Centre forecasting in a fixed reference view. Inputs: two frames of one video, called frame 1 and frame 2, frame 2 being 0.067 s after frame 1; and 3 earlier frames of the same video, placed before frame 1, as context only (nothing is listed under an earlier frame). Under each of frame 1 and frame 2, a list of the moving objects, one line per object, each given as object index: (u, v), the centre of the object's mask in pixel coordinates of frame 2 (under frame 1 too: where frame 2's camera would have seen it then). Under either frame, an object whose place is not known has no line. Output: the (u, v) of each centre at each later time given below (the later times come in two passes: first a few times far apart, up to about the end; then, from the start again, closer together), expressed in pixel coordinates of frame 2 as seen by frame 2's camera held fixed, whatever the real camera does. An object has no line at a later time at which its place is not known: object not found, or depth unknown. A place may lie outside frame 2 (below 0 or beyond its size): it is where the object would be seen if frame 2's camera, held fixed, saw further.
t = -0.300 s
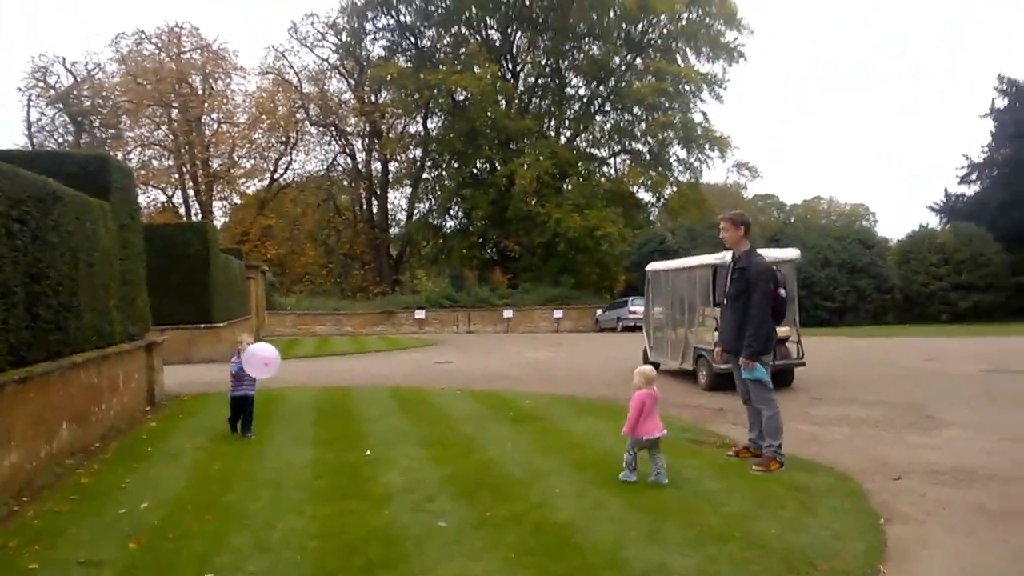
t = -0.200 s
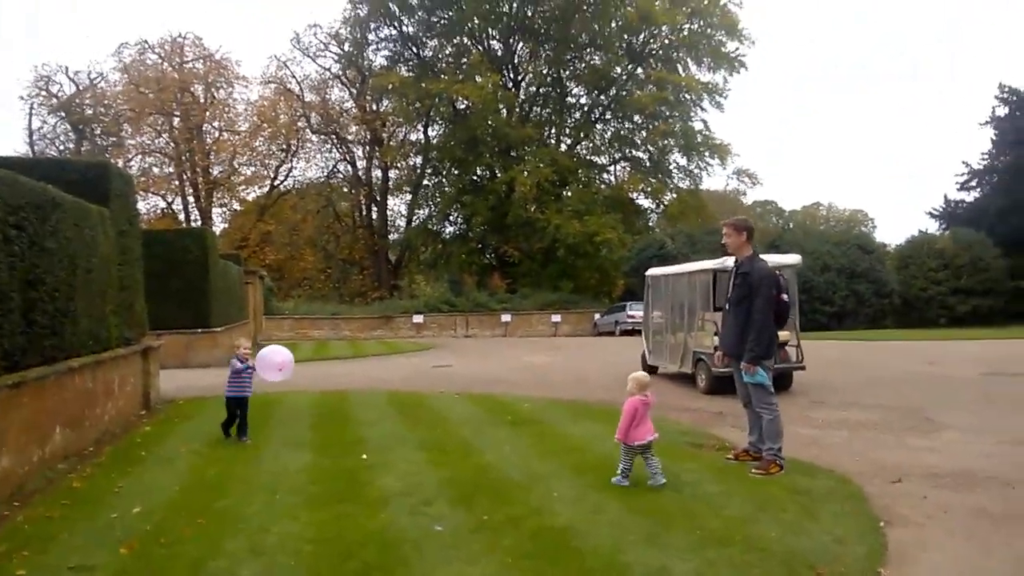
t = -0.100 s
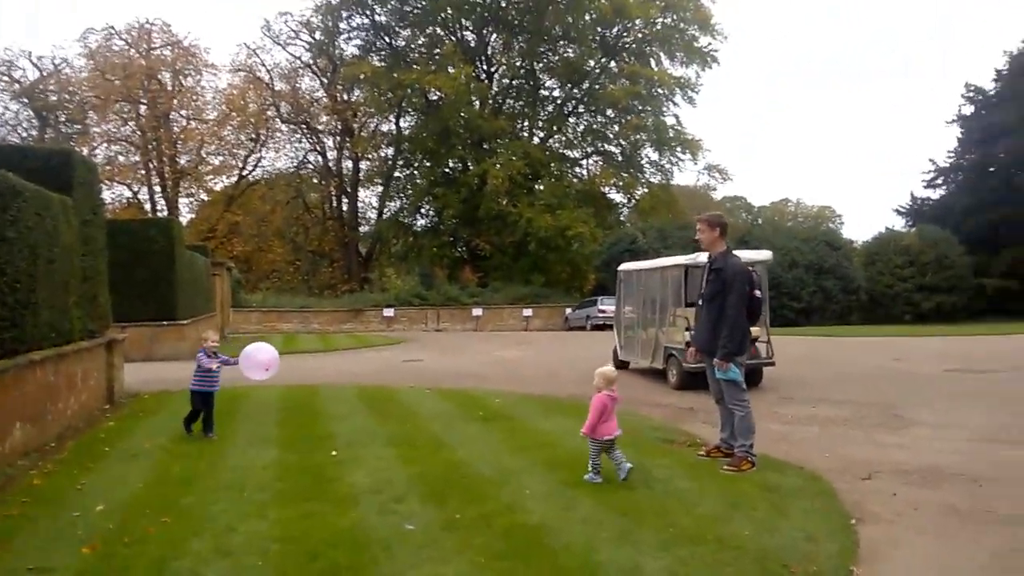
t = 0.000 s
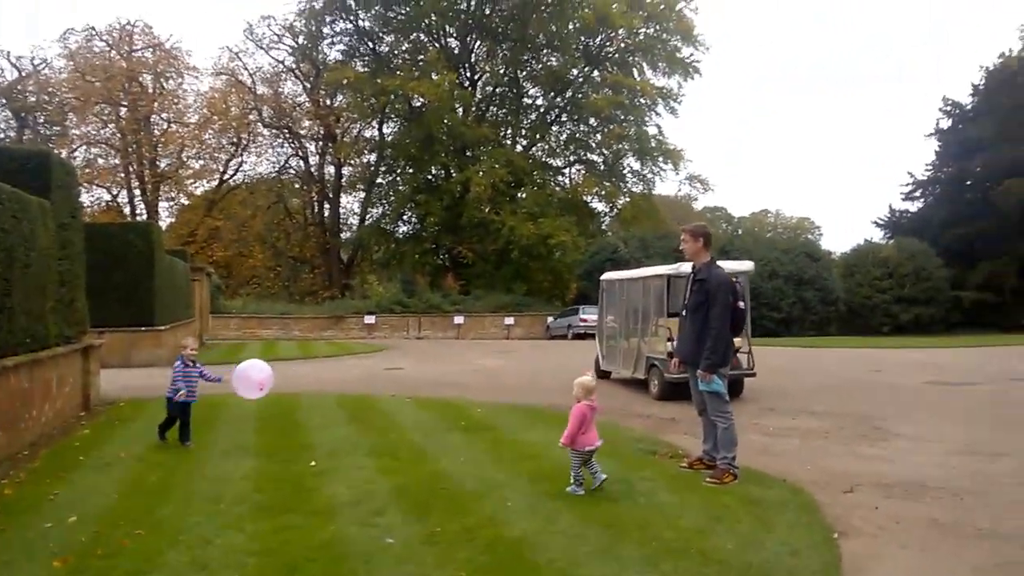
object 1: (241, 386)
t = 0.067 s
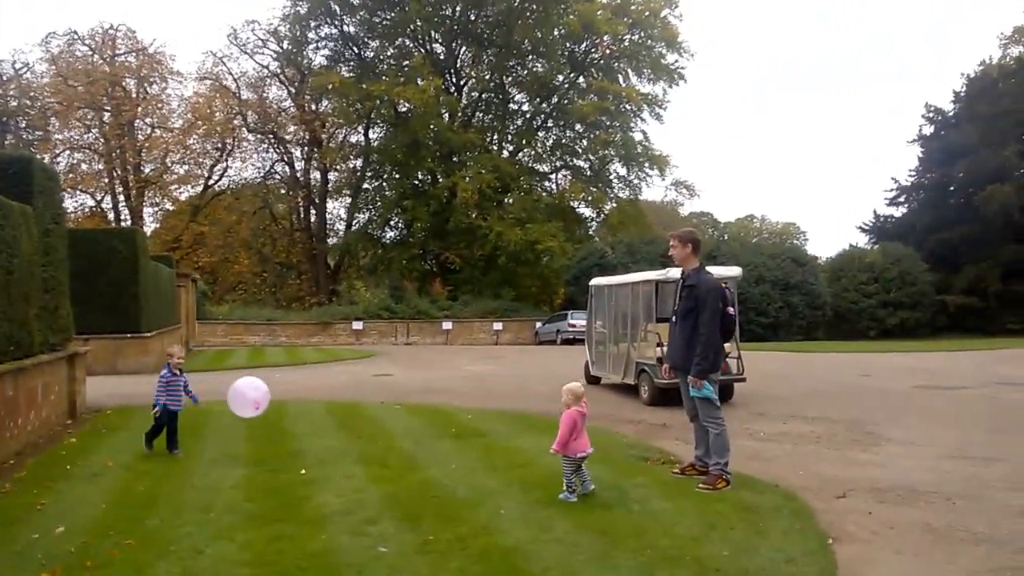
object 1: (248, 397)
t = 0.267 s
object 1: (261, 441)
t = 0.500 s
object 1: (260, 436)
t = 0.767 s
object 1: (255, 447)
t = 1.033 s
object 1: (247, 457)
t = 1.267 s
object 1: (241, 462)
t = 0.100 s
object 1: (252, 402)
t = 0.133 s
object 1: (255, 409)
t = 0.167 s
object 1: (257, 416)
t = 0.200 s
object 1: (259, 424)
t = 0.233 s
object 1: (260, 432)
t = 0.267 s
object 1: (261, 441)
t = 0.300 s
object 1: (261, 449)
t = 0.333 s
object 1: (260, 448)
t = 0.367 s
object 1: (261, 444)
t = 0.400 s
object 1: (261, 441)
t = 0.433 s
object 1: (261, 439)
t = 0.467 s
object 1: (261, 437)
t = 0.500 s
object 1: (260, 436)
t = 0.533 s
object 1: (260, 435)
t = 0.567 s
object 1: (260, 435)
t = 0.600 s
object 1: (260, 436)
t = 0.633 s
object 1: (259, 437)
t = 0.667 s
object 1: (258, 439)
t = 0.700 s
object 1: (257, 440)
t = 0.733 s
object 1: (256, 443)
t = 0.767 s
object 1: (255, 447)
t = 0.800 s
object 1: (253, 451)
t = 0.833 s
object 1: (251, 456)
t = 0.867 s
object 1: (250, 456)
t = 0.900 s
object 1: (250, 455)
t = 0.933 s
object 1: (249, 455)
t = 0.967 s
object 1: (248, 456)
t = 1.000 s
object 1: (247, 456)
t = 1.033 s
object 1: (247, 457)
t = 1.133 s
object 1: (244, 460)
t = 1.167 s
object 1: (243, 460)
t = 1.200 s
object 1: (243, 461)
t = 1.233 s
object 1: (242, 461)
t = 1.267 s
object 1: (241, 462)
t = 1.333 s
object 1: (240, 462)
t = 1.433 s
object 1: (239, 463)
